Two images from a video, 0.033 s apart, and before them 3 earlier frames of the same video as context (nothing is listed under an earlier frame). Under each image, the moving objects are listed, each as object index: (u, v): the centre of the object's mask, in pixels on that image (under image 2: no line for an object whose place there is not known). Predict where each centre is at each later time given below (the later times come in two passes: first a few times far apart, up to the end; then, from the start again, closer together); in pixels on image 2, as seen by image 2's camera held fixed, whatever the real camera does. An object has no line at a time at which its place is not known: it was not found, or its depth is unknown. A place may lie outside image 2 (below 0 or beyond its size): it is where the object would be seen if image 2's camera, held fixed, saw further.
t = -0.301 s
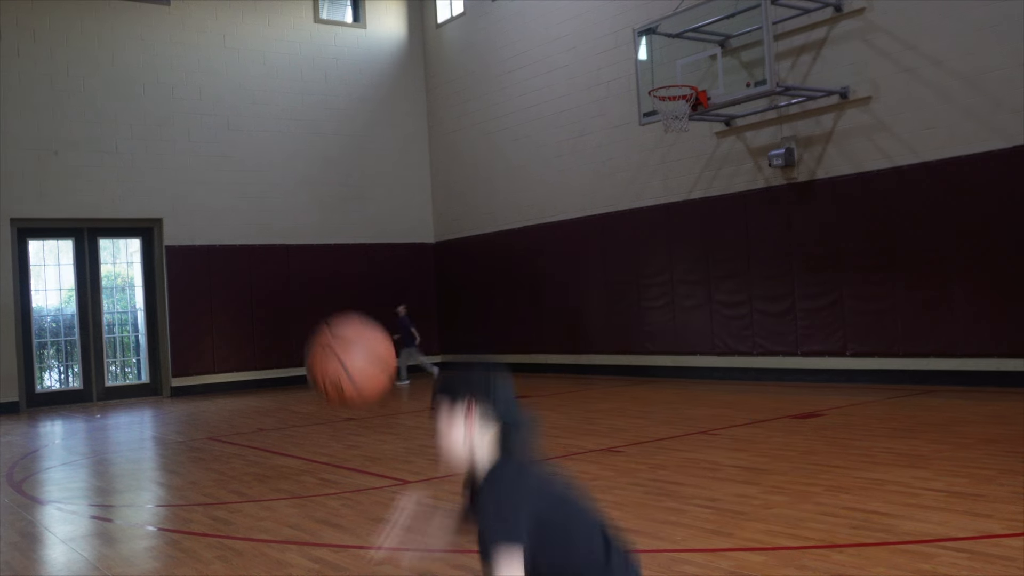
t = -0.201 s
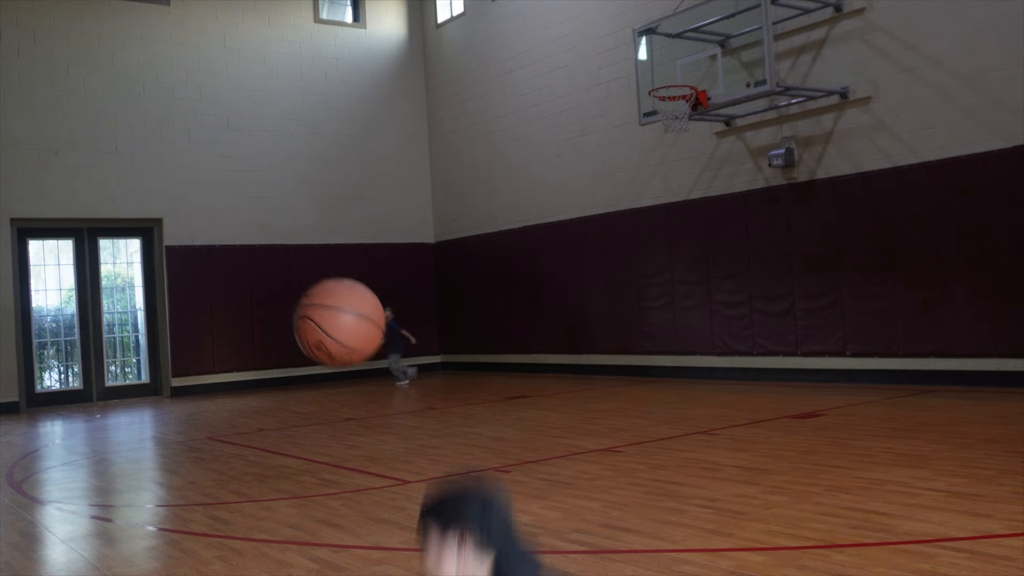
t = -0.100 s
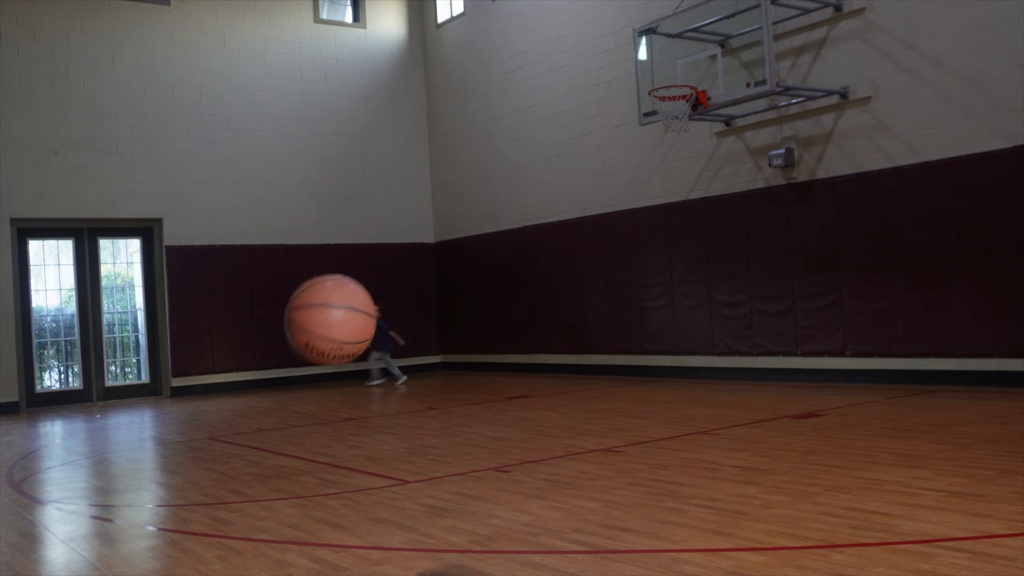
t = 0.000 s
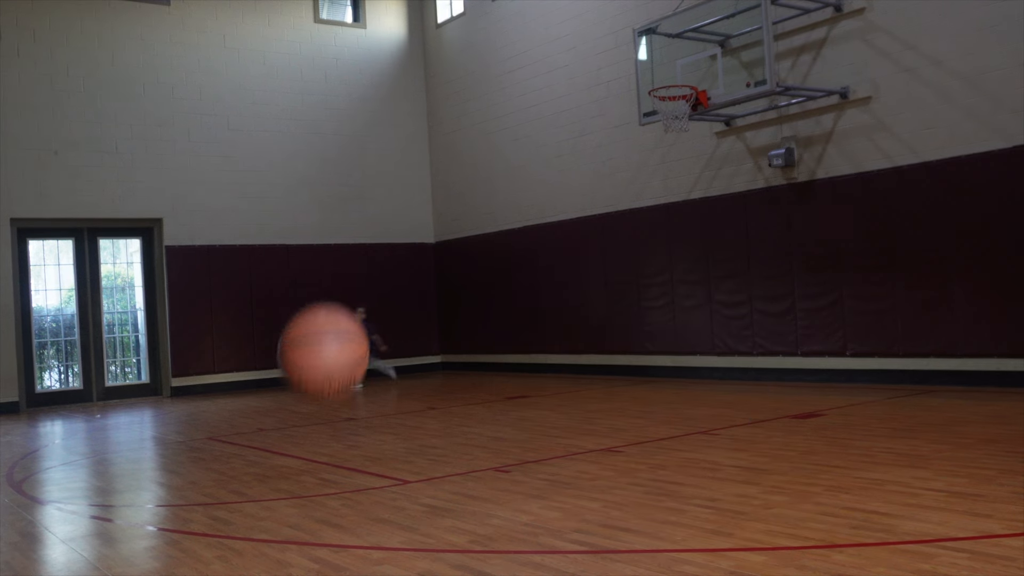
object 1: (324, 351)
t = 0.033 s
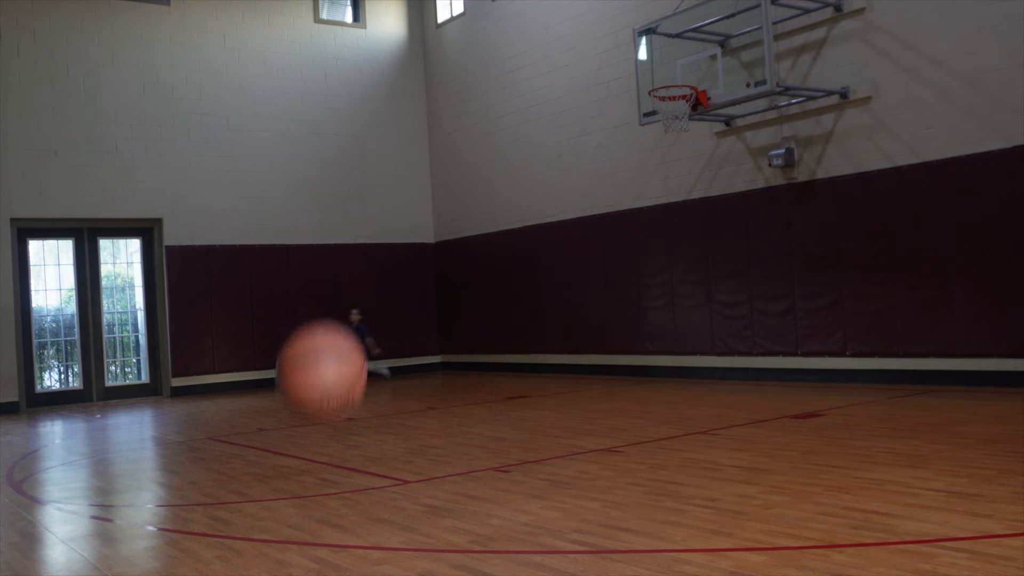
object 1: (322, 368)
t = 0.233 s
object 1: (316, 559)
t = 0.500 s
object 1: (281, 483)
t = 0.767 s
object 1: (247, 476)
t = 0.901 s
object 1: (234, 553)
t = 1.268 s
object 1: (188, 529)
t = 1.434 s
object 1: (171, 555)
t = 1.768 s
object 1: (134, 557)
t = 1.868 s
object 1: (125, 559)
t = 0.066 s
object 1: (321, 394)
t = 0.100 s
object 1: (320, 423)
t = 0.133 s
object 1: (318, 455)
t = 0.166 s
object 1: (317, 493)
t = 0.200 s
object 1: (315, 533)
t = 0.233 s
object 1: (316, 559)
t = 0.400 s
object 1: (295, 543)
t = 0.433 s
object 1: (289, 524)
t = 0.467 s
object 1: (285, 500)
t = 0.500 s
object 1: (281, 483)
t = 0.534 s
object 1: (275, 467)
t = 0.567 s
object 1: (270, 457)
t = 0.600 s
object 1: (267, 451)
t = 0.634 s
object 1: (263, 448)
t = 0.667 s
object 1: (259, 449)
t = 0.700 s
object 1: (255, 453)
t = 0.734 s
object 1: (252, 461)
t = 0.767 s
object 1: (247, 476)
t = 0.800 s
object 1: (245, 492)
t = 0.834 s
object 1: (243, 516)
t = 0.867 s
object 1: (240, 537)
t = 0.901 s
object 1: (234, 553)
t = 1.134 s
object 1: (207, 551)
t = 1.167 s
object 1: (201, 543)
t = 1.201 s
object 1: (197, 537)
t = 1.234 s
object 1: (192, 532)
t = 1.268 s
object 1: (188, 529)
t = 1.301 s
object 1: (184, 530)
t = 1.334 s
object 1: (180, 532)
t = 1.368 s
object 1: (177, 538)
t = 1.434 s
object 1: (171, 555)
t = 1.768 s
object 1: (134, 557)
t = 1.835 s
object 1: (127, 557)
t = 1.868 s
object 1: (125, 559)
